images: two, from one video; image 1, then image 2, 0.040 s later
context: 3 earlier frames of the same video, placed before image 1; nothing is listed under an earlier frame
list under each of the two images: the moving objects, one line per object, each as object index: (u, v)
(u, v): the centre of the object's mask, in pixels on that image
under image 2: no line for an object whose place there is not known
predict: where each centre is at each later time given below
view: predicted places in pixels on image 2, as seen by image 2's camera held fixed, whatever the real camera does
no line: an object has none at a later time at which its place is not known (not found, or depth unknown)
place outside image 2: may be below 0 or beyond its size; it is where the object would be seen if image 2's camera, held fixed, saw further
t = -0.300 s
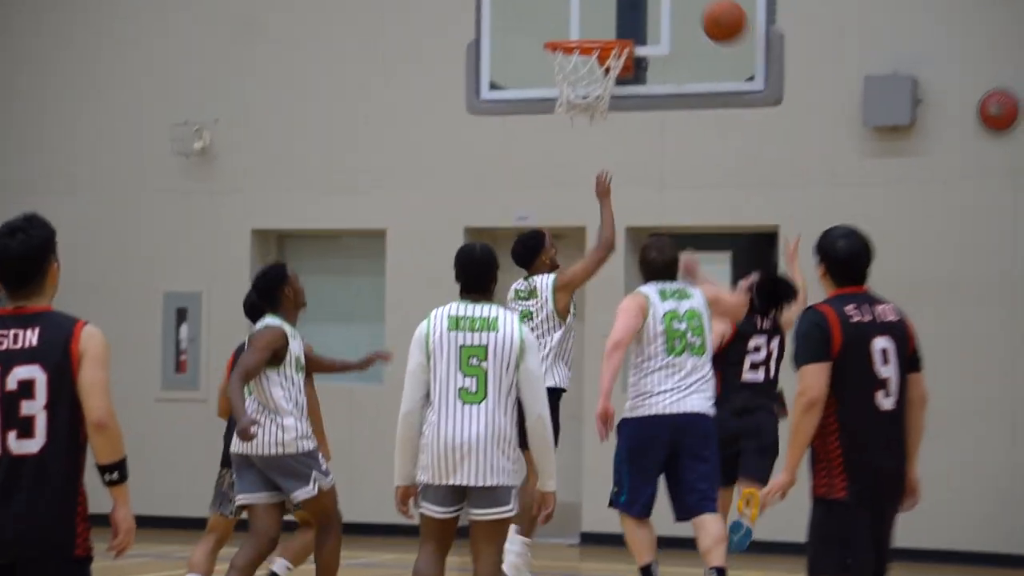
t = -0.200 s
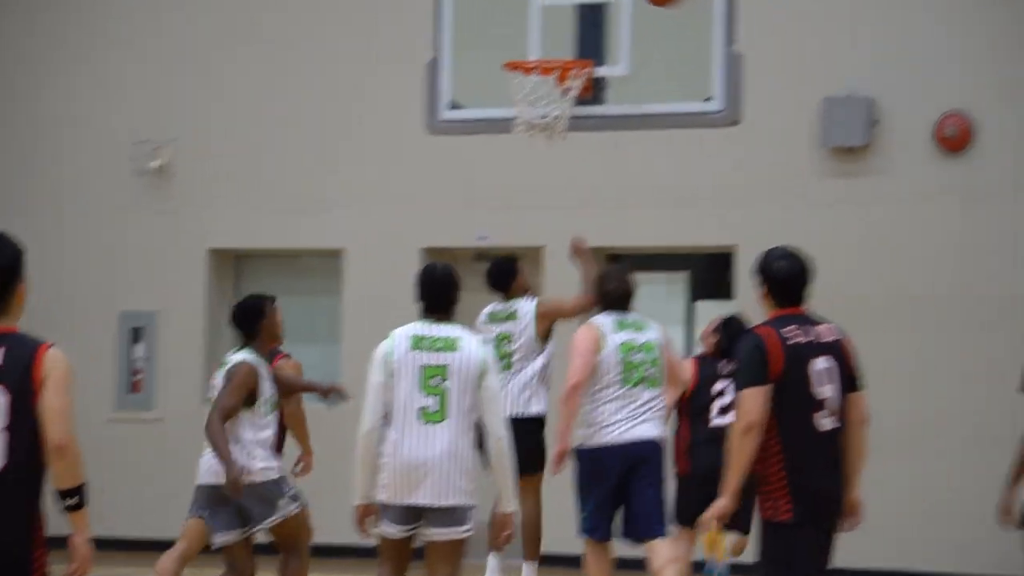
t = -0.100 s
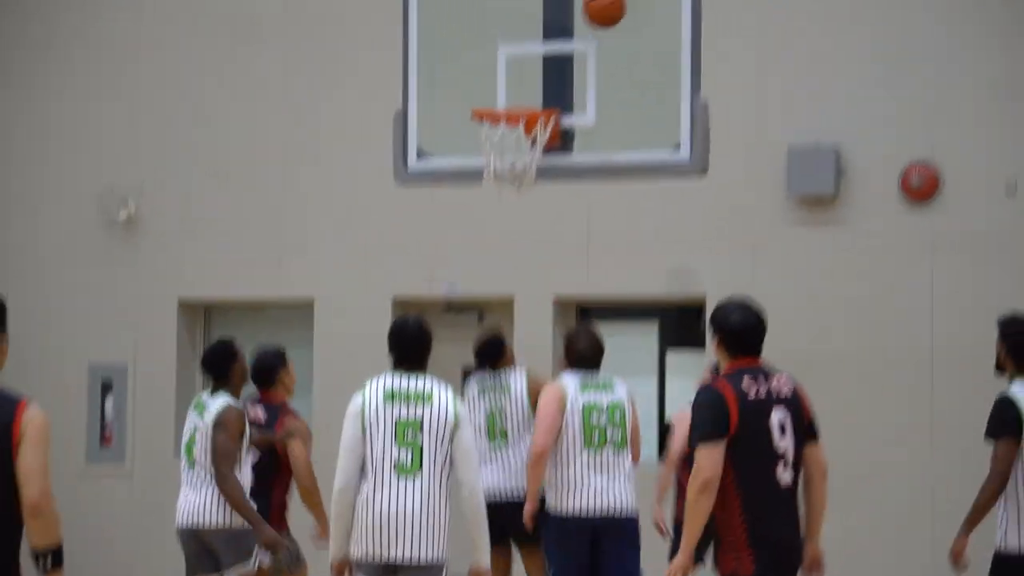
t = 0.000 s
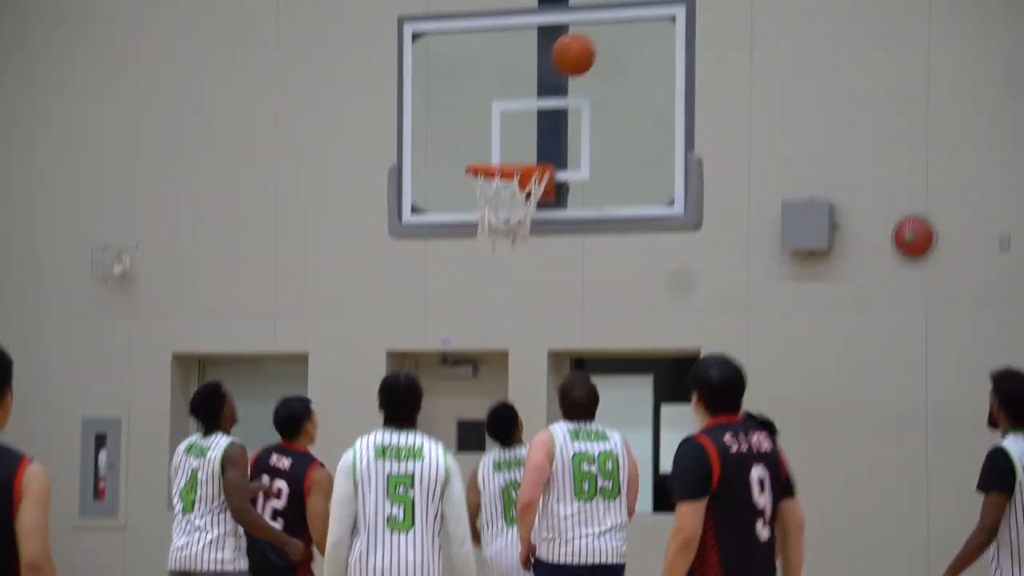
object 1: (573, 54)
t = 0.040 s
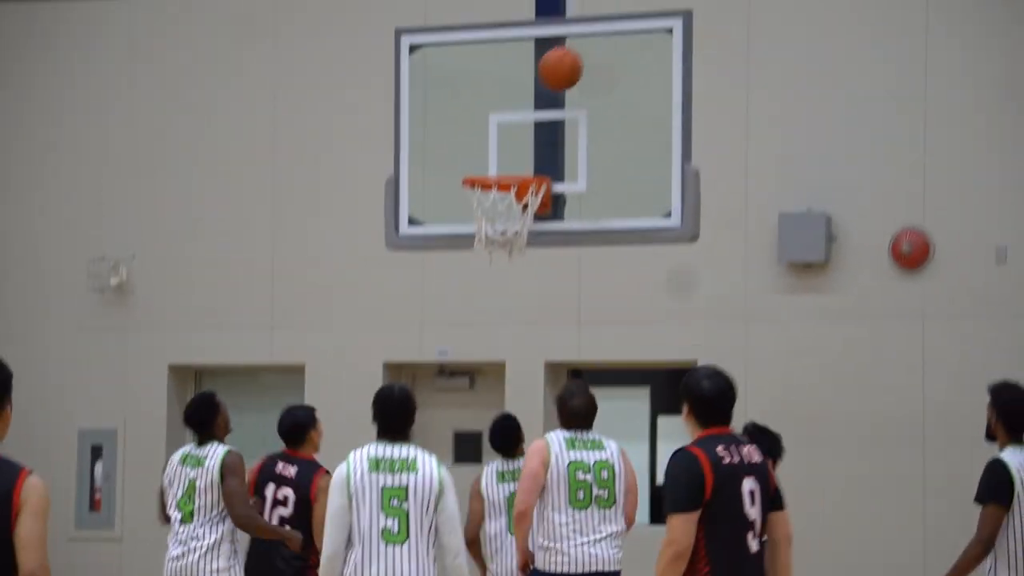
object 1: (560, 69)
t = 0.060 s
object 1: (556, 70)
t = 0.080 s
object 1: (550, 73)
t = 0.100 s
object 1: (546, 76)
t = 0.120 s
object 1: (541, 80)
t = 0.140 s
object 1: (537, 84)
